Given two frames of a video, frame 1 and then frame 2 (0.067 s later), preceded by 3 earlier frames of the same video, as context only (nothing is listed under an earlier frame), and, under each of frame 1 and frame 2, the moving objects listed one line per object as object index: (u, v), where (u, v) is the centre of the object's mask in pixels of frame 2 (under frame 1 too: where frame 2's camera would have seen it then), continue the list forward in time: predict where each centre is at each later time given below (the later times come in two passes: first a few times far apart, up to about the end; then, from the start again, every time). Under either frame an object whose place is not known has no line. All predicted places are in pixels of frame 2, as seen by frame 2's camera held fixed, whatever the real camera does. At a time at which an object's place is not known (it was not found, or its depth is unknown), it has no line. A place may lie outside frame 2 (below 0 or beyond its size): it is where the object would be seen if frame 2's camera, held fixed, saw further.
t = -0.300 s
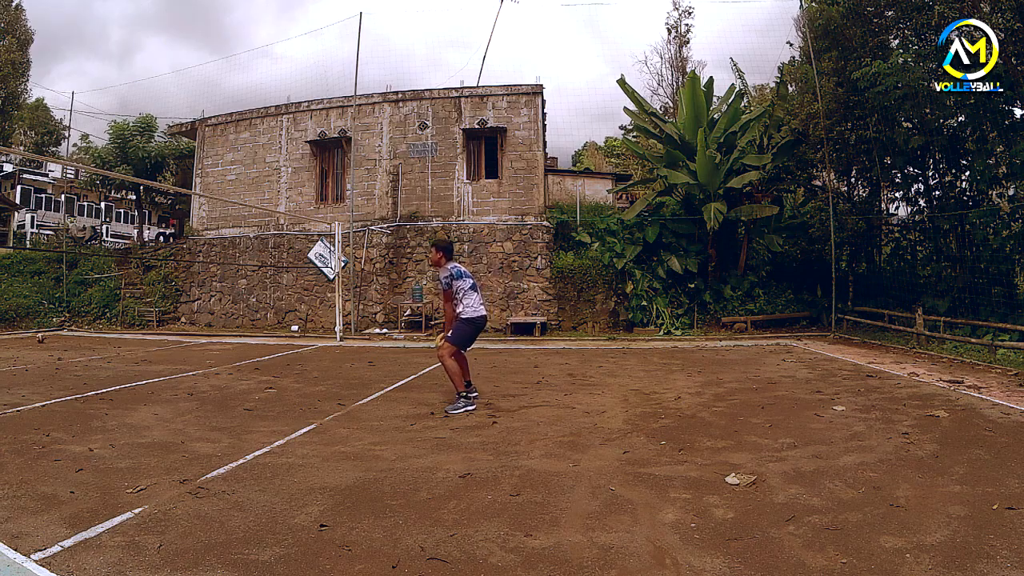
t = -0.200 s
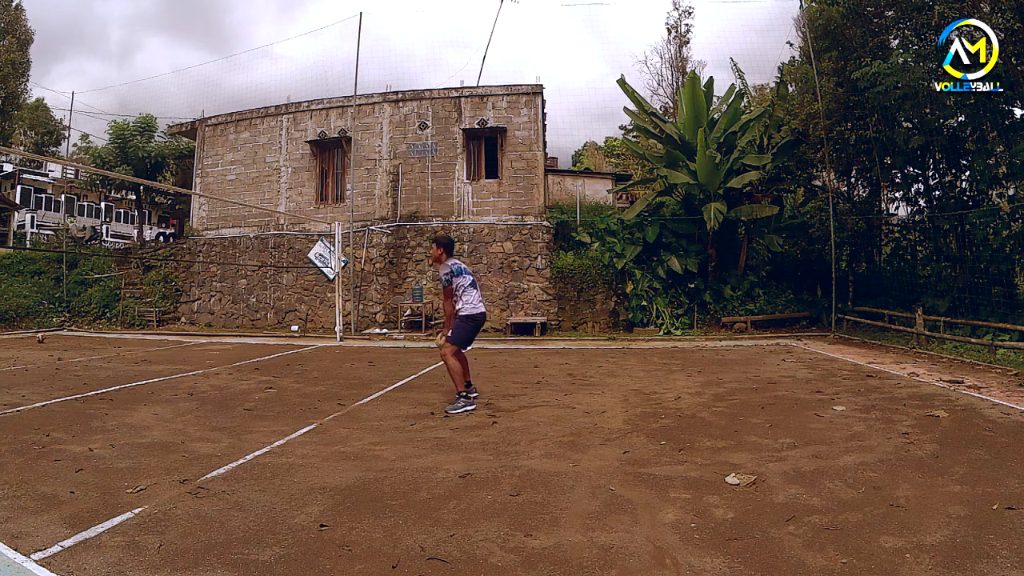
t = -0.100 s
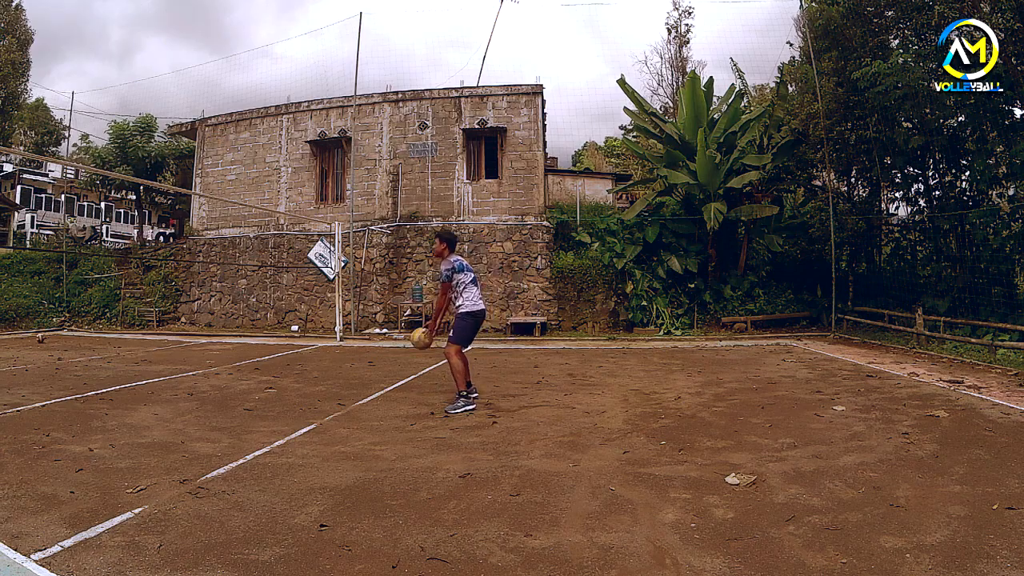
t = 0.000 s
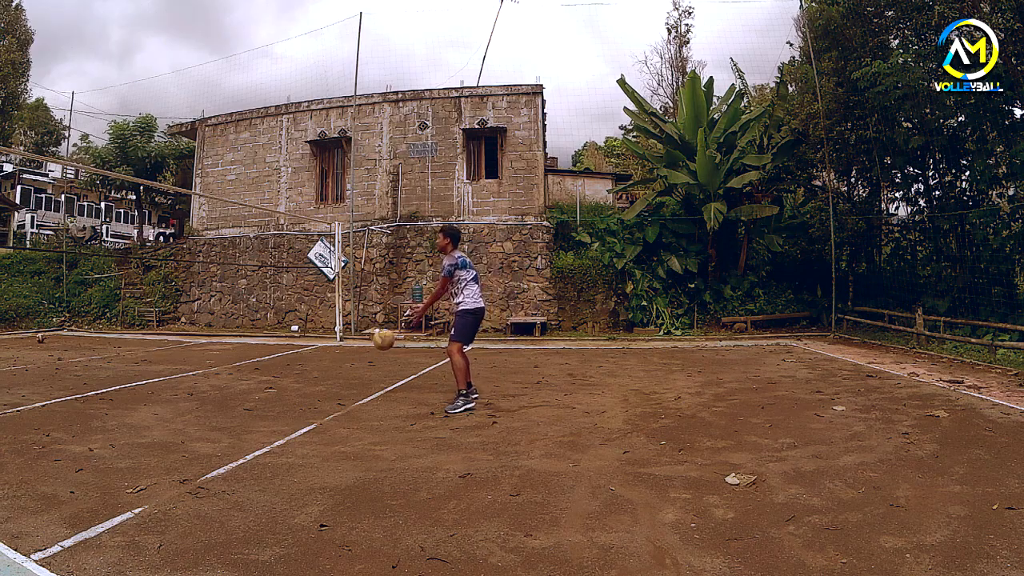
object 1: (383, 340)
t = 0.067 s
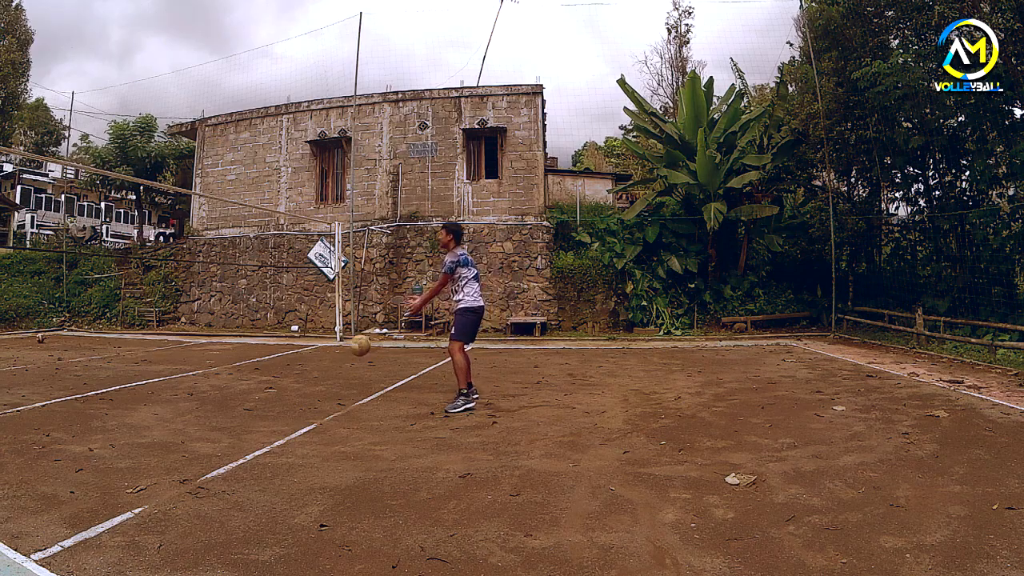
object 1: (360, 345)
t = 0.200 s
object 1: (315, 369)
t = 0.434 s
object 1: (262, 353)
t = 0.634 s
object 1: (226, 349)
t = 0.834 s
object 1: (196, 377)
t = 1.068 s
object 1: (160, 352)
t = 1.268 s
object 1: (135, 365)
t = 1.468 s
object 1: (111, 355)
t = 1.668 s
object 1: (91, 364)
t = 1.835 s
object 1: (74, 355)
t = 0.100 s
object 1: (348, 350)
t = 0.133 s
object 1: (337, 355)
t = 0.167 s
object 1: (326, 361)
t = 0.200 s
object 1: (315, 369)
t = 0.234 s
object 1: (305, 377)
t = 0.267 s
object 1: (296, 384)
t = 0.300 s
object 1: (289, 376)
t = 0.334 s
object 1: (281, 369)
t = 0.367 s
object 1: (275, 362)
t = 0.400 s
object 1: (268, 357)
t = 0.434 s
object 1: (262, 353)
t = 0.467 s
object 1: (256, 351)
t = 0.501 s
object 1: (249, 349)
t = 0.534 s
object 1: (243, 347)
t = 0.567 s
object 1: (237, 346)
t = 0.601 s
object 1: (232, 347)
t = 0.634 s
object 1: (226, 349)
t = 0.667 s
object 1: (221, 351)
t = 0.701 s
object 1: (215, 355)
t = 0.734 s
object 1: (210, 359)
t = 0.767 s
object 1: (205, 364)
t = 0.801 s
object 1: (200, 371)
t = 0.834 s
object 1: (196, 377)
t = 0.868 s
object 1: (190, 371)
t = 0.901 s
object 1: (184, 366)
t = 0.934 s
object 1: (179, 361)
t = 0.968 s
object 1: (174, 358)
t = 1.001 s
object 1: (169, 355)
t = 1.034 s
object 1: (165, 354)
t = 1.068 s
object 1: (160, 352)
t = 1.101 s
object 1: (155, 352)
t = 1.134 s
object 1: (151, 353)
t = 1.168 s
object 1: (147, 355)
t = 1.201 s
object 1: (143, 358)
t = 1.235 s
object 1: (139, 361)
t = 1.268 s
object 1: (135, 365)
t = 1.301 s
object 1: (131, 370)
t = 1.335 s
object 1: (127, 366)
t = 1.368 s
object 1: (122, 362)
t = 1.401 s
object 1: (118, 359)
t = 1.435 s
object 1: (115, 356)
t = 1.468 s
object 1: (111, 355)
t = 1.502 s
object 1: (107, 354)
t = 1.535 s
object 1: (104, 355)
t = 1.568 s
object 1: (100, 356)
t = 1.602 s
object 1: (97, 358)
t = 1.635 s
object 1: (94, 360)
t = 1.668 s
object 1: (91, 364)
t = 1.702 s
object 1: (88, 365)
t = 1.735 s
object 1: (84, 361)
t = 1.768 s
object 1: (81, 359)
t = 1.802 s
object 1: (77, 356)
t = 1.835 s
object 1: (74, 355)
